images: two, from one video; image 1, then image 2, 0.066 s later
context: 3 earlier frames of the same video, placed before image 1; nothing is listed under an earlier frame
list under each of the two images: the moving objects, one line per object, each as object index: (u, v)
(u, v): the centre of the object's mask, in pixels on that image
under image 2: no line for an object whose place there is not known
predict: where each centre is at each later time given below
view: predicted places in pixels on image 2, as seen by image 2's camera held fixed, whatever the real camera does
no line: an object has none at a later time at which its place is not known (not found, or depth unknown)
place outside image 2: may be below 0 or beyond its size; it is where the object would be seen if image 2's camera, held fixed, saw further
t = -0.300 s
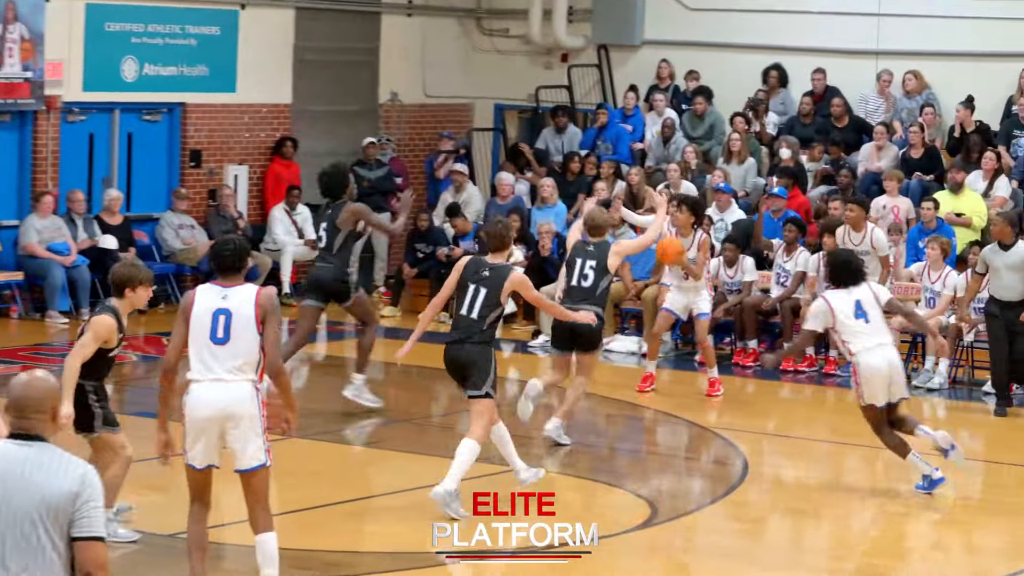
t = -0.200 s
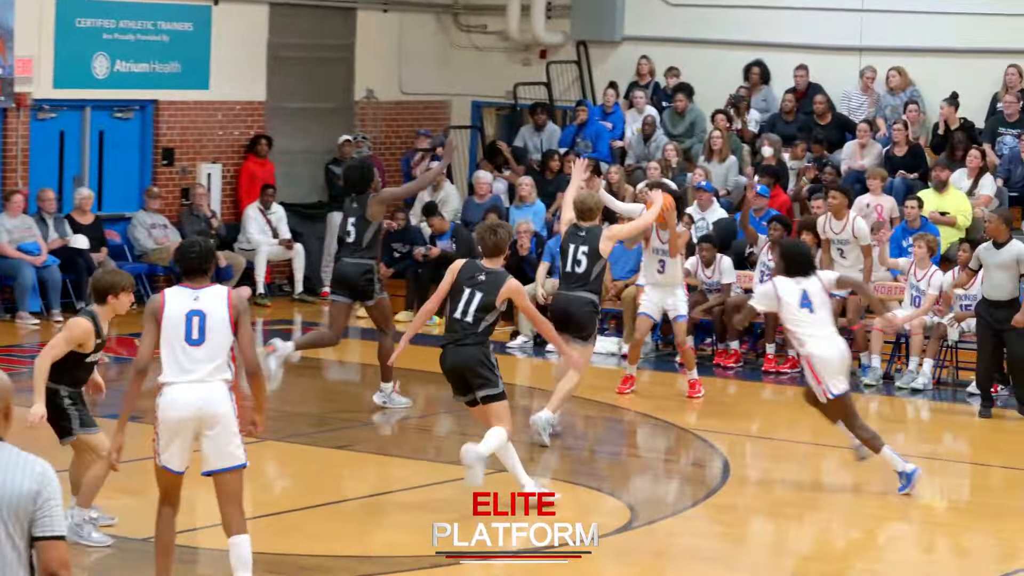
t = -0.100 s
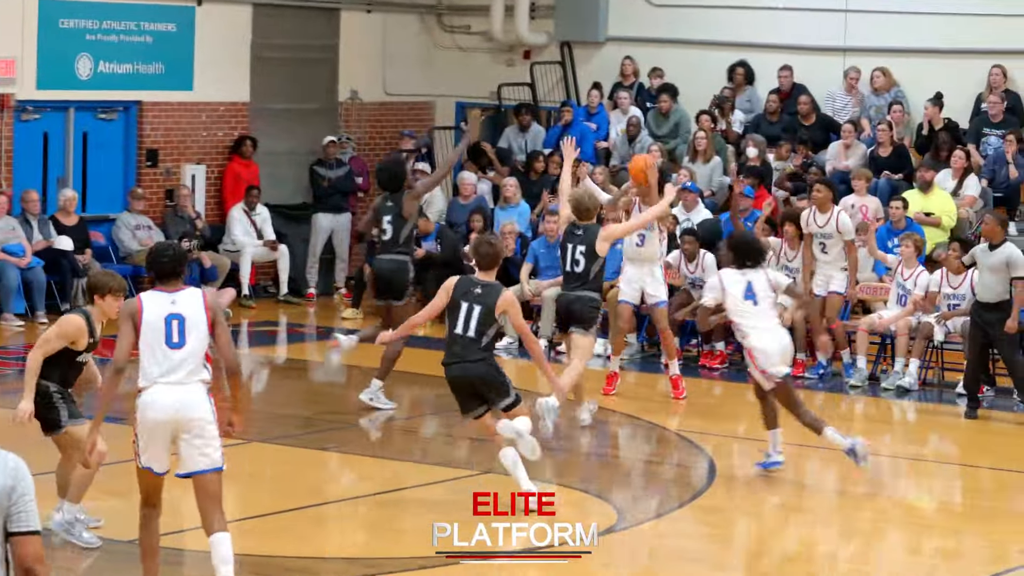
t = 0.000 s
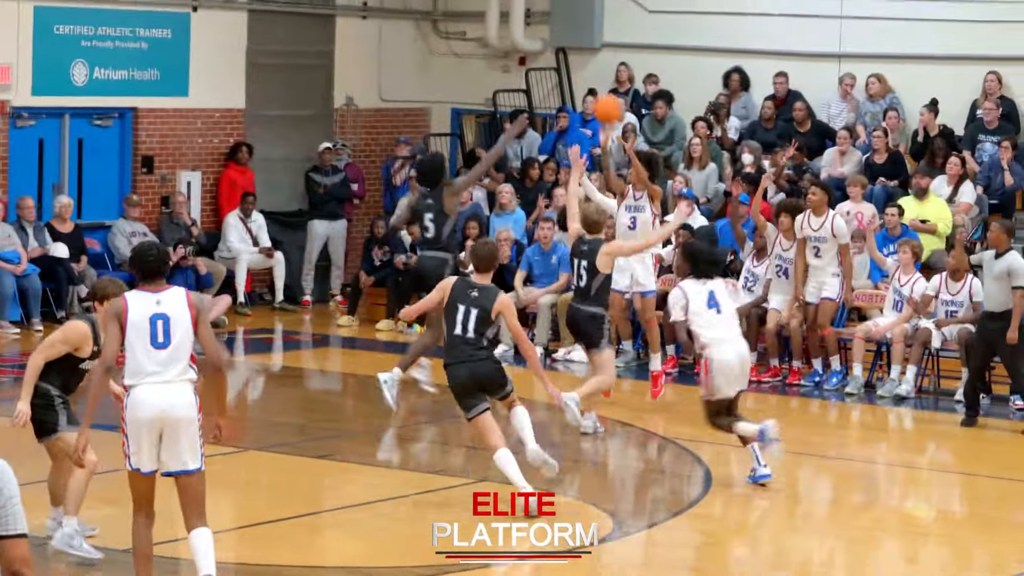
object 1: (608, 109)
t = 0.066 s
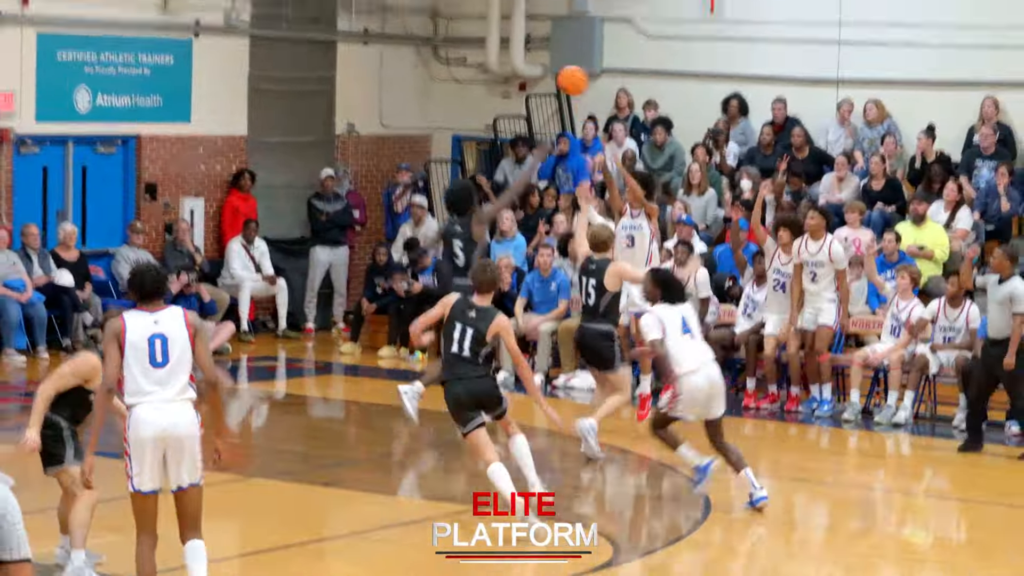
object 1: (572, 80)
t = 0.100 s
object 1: (554, 54)
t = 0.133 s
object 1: (536, 30)
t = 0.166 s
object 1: (516, 6)
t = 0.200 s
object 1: (498, -15)
